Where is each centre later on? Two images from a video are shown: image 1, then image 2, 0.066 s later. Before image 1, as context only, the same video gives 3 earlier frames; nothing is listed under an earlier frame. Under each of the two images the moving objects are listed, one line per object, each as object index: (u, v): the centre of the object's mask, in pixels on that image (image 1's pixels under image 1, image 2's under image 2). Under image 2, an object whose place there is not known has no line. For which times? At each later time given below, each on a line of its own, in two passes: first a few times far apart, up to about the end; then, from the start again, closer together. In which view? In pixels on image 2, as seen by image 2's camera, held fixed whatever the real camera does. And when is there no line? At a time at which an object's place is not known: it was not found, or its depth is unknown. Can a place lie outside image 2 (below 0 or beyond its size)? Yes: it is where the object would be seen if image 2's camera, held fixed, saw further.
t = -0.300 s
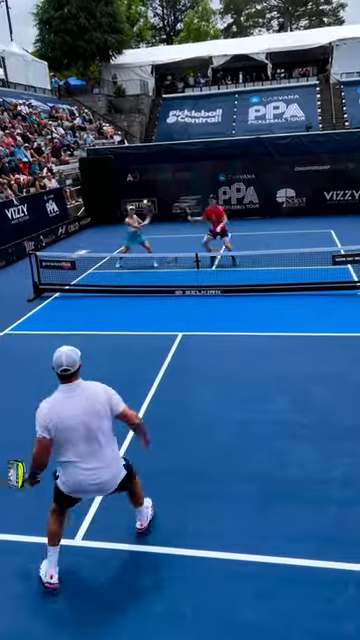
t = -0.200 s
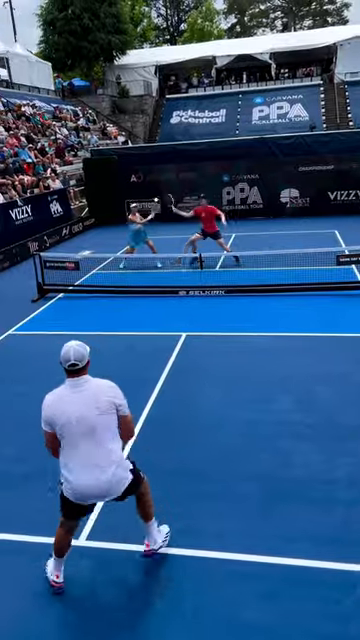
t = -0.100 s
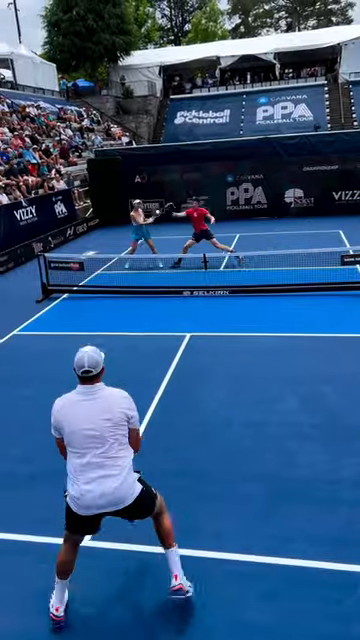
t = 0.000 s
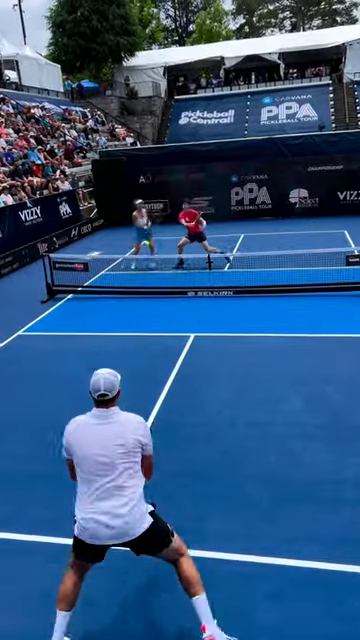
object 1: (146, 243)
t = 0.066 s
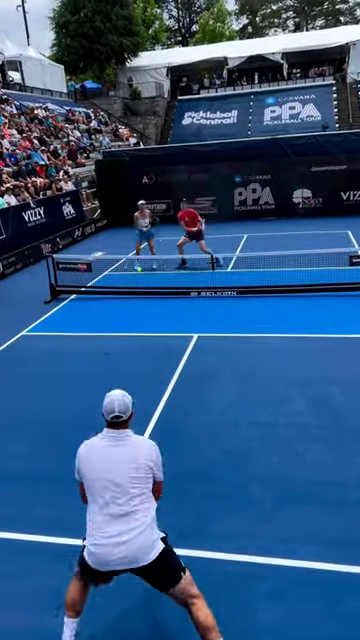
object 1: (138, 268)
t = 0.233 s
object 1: (106, 346)
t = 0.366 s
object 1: (74, 345)
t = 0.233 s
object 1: (106, 346)
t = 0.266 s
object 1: (98, 345)
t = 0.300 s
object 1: (90, 345)
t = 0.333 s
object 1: (83, 344)
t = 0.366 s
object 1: (74, 345)
